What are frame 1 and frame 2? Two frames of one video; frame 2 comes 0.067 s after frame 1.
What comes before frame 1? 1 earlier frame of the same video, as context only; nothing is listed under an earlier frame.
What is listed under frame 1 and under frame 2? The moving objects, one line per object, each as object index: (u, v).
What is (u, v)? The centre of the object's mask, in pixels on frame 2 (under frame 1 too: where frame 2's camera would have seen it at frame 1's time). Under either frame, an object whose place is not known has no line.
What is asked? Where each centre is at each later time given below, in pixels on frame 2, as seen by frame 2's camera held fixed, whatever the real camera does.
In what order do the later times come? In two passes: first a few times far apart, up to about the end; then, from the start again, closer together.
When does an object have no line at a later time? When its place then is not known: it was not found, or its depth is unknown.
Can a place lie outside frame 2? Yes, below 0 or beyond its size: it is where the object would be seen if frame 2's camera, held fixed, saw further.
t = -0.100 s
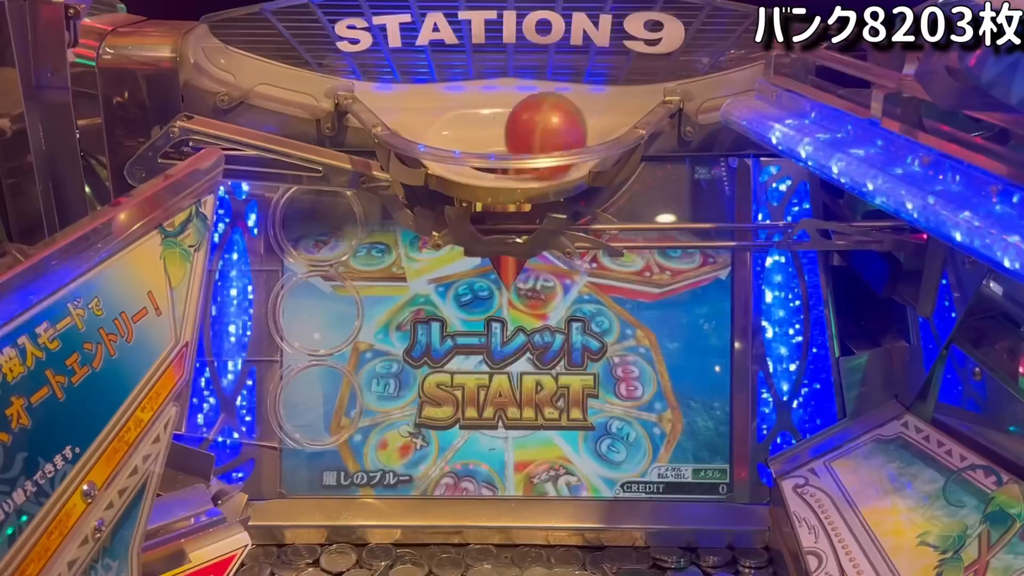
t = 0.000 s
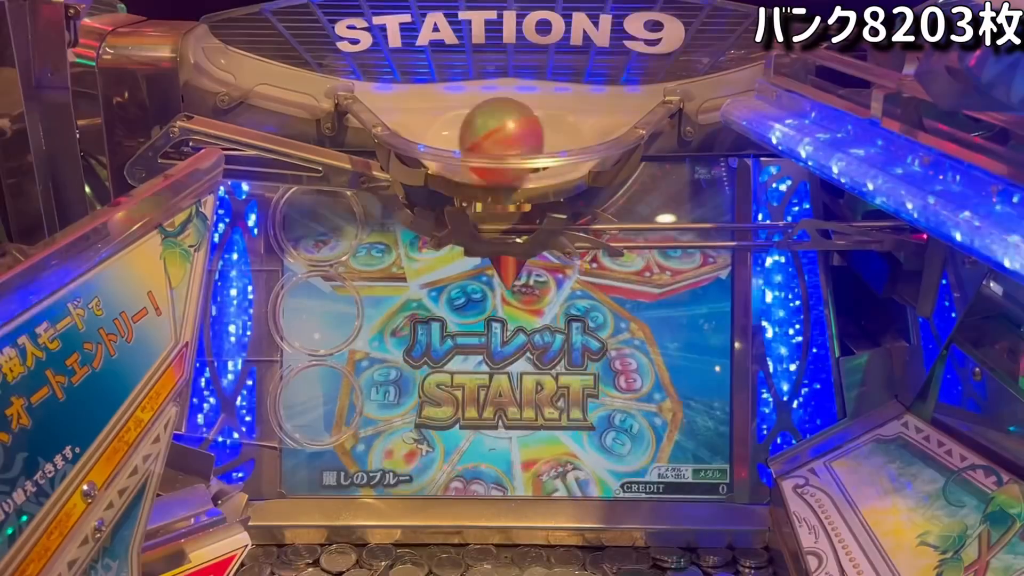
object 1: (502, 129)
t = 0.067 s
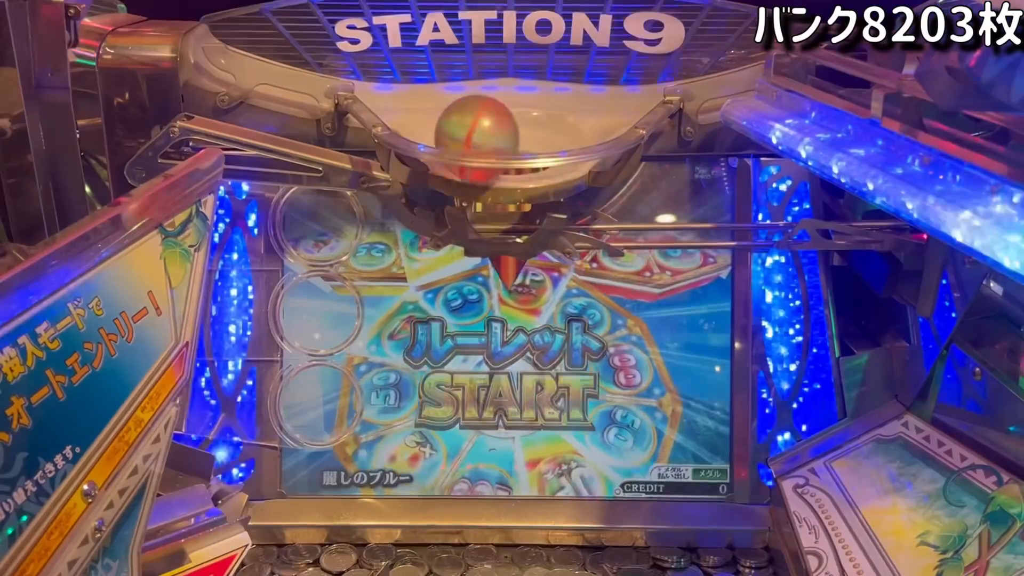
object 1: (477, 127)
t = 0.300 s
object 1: (428, 113)
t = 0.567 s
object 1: (408, 98)
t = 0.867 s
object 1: (399, 90)
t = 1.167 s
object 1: (407, 97)
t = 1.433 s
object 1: (425, 111)
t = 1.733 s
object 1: (479, 127)
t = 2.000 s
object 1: (552, 126)
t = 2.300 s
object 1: (594, 111)
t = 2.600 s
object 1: (534, 115)
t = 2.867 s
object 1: (505, 128)
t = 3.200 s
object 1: (546, 122)
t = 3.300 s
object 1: (534, 118)
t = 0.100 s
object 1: (465, 128)
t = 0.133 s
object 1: (456, 125)
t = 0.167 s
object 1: (448, 122)
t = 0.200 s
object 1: (441, 120)
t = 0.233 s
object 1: (435, 118)
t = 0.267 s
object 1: (431, 116)
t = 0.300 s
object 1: (428, 113)
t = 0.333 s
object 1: (424, 110)
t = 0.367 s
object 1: (421, 108)
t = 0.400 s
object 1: (418, 105)
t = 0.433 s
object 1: (416, 104)
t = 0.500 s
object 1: (411, 101)
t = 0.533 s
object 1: (409, 99)
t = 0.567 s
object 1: (408, 98)
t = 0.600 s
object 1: (406, 96)
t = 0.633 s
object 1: (405, 95)
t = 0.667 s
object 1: (403, 94)
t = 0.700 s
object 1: (402, 93)
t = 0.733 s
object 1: (401, 92)
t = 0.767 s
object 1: (401, 91)
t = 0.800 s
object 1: (400, 91)
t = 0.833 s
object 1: (399, 90)
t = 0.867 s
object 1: (399, 90)
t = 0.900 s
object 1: (399, 90)
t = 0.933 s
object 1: (400, 90)
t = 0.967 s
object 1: (400, 91)
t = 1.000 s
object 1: (401, 92)
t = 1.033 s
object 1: (402, 92)
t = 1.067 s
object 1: (403, 93)
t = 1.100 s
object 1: (404, 94)
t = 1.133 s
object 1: (405, 96)
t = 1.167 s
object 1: (407, 97)
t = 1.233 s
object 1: (410, 100)
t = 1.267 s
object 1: (412, 101)
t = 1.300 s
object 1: (414, 103)
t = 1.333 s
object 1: (416, 104)
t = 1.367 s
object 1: (419, 106)
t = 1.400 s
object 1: (421, 108)
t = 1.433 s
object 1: (425, 111)
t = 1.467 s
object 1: (428, 114)
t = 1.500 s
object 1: (432, 116)
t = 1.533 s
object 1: (436, 118)
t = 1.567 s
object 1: (442, 120)
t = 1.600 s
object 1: (448, 122)
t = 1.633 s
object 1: (455, 124)
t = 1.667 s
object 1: (462, 125)
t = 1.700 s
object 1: (470, 126)
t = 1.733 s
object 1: (479, 127)
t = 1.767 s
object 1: (488, 128)
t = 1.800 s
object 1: (498, 128)
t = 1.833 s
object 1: (507, 128)
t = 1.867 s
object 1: (517, 128)
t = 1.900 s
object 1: (526, 128)
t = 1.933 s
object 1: (535, 128)
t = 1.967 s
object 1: (544, 127)
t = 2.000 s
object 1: (552, 126)
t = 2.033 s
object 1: (560, 125)
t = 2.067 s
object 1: (567, 124)
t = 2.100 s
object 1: (573, 122)
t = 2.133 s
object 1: (578, 120)
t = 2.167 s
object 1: (583, 119)
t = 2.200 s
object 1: (586, 117)
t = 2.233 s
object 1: (589, 115)
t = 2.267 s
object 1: (592, 113)
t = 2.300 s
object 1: (594, 111)
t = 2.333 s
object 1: (594, 110)
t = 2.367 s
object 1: (594, 109)
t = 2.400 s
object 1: (593, 108)
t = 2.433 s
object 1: (589, 108)
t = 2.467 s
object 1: (583, 109)
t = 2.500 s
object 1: (573, 111)
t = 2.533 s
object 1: (561, 112)
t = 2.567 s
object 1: (548, 113)
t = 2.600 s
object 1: (534, 115)
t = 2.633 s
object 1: (517, 118)
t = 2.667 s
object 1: (499, 122)
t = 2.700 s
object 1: (488, 123)
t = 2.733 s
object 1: (487, 124)
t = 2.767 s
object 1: (490, 124)
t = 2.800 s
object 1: (494, 125)
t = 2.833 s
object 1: (499, 127)
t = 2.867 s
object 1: (505, 128)
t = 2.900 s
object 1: (510, 128)
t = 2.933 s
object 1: (516, 129)
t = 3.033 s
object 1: (531, 128)
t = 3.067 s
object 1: (536, 127)
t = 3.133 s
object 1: (543, 125)
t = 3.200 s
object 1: (546, 122)
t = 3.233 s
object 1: (545, 121)
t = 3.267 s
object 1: (542, 120)
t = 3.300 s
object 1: (534, 118)
